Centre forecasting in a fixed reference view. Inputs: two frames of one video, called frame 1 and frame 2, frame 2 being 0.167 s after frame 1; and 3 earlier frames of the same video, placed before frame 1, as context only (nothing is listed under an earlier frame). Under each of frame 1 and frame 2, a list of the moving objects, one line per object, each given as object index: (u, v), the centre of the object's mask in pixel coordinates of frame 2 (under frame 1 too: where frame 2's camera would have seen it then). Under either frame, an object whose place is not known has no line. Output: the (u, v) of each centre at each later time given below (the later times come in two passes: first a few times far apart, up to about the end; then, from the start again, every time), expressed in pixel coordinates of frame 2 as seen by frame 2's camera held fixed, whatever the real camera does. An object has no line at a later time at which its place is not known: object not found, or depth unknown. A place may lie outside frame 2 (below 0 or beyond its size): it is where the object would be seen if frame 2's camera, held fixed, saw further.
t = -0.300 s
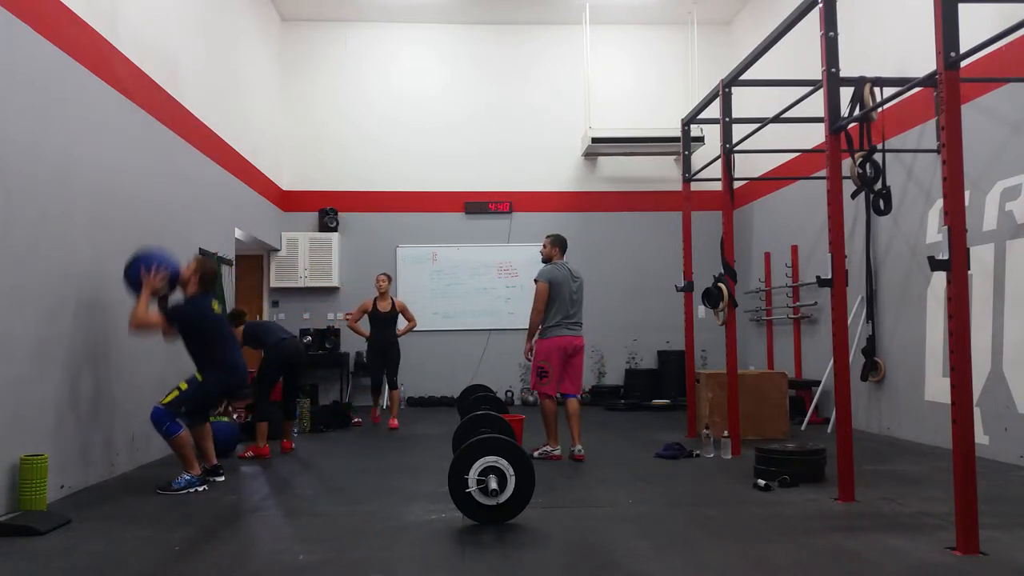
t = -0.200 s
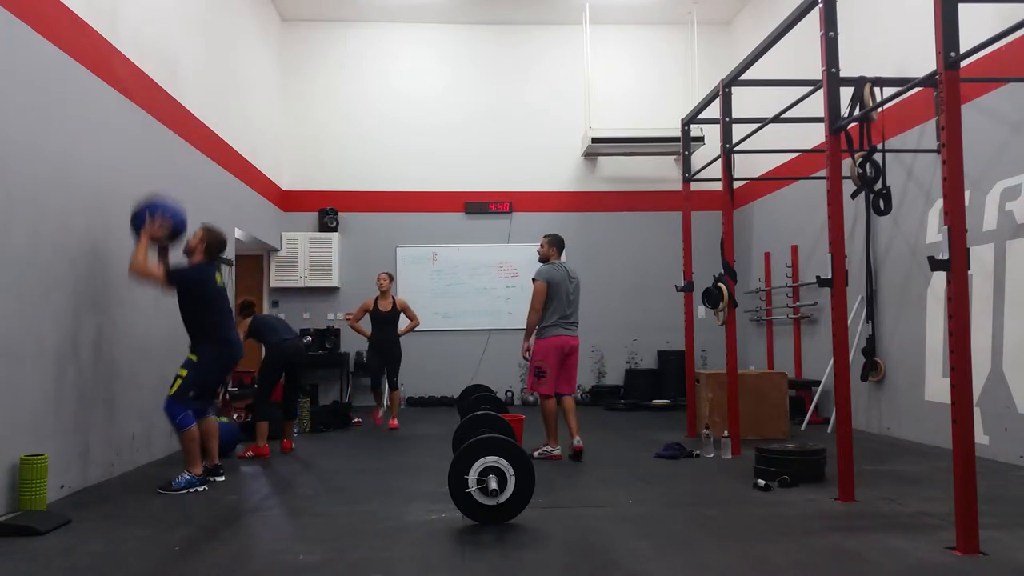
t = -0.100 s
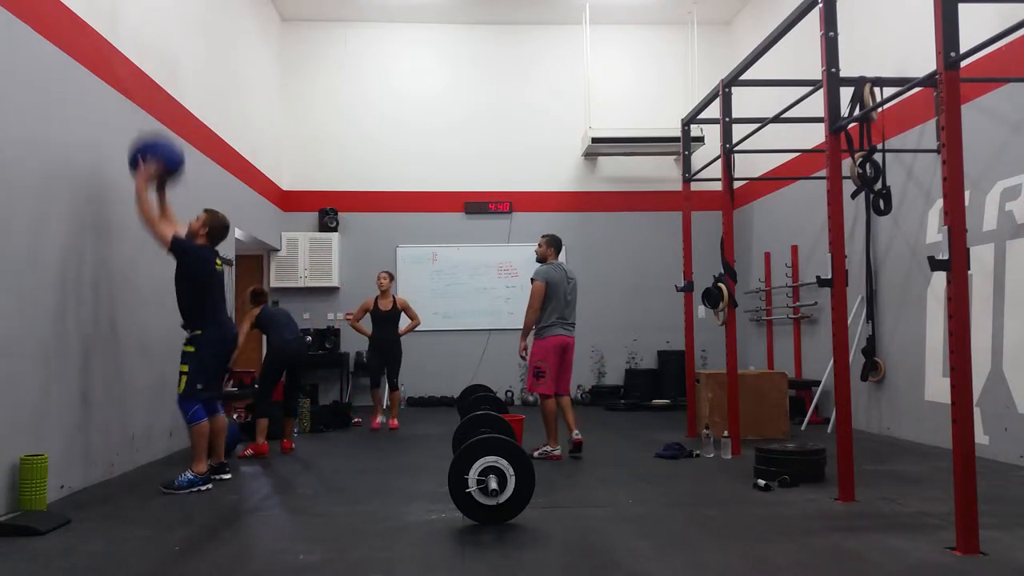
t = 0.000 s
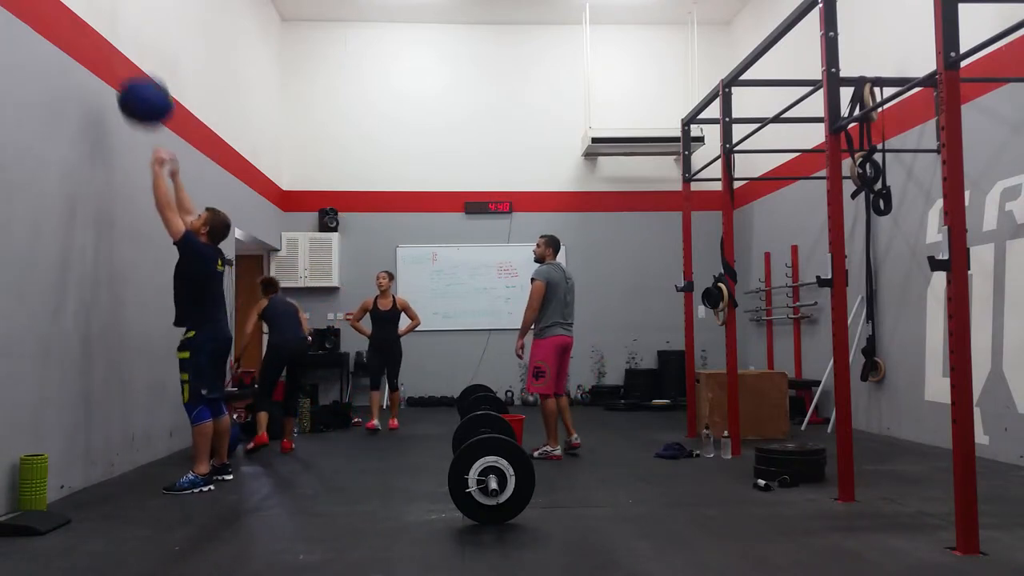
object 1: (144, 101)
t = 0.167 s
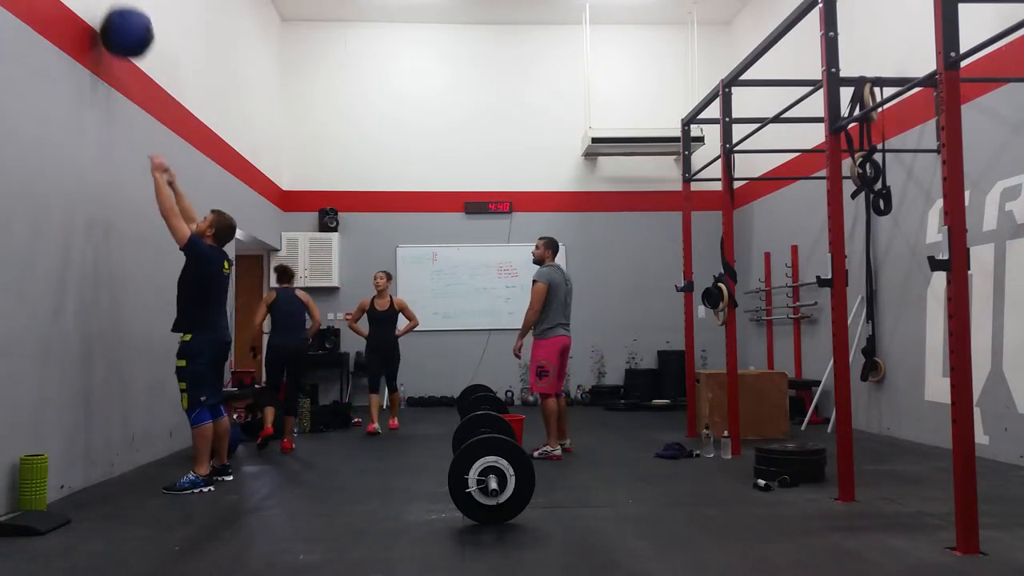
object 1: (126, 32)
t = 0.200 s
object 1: (122, 24)
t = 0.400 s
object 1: (134, 18)
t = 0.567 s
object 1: (148, 50)
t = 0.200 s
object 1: (122, 24)
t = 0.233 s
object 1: (119, 20)
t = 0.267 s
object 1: (121, 18)
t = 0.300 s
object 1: (124, 17)
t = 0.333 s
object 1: (128, 17)
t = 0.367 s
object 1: (131, 17)
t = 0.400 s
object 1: (134, 18)
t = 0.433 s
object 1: (137, 20)
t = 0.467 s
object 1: (139, 24)
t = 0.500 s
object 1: (142, 30)
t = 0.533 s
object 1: (145, 39)
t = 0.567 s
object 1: (148, 50)
